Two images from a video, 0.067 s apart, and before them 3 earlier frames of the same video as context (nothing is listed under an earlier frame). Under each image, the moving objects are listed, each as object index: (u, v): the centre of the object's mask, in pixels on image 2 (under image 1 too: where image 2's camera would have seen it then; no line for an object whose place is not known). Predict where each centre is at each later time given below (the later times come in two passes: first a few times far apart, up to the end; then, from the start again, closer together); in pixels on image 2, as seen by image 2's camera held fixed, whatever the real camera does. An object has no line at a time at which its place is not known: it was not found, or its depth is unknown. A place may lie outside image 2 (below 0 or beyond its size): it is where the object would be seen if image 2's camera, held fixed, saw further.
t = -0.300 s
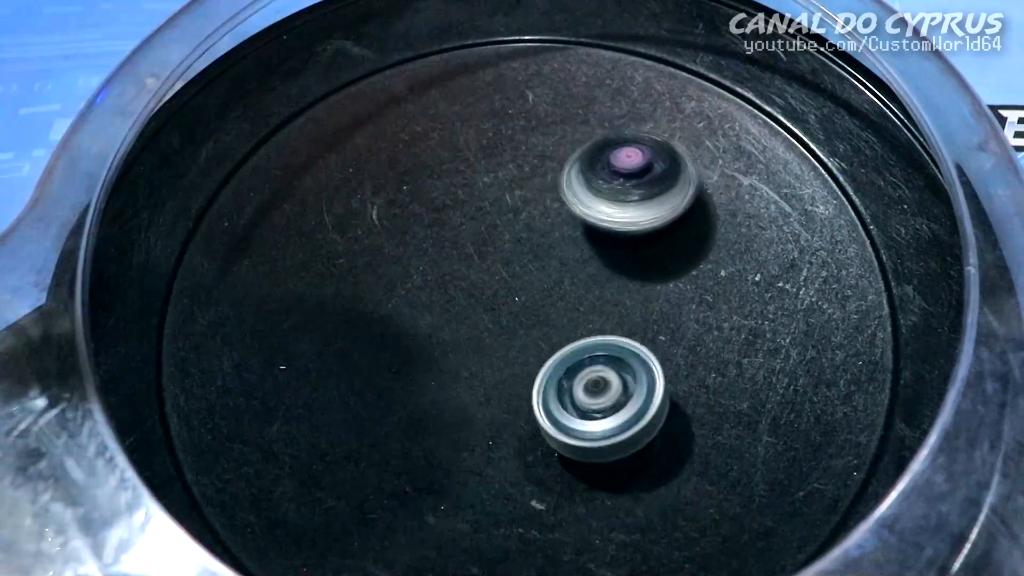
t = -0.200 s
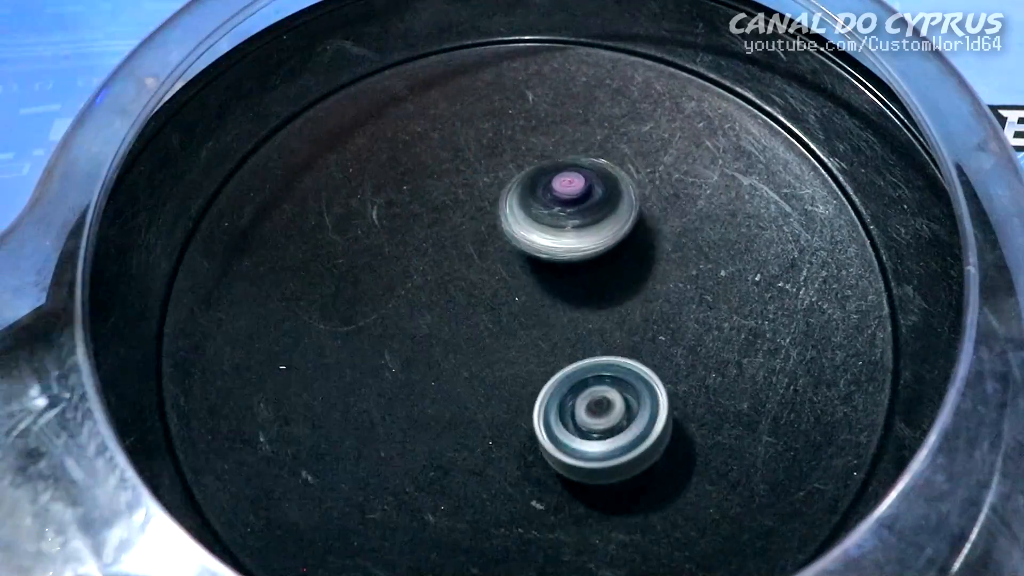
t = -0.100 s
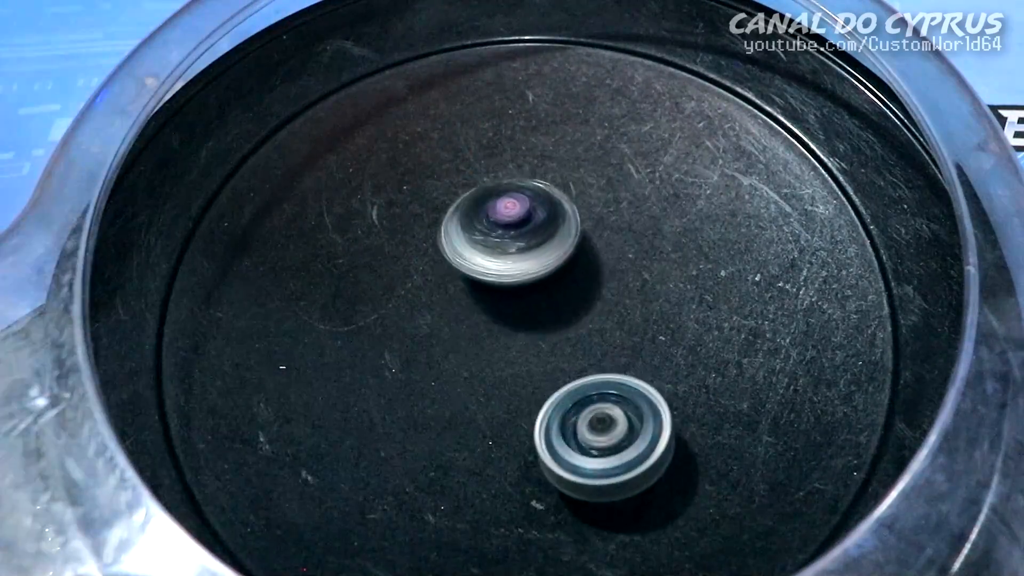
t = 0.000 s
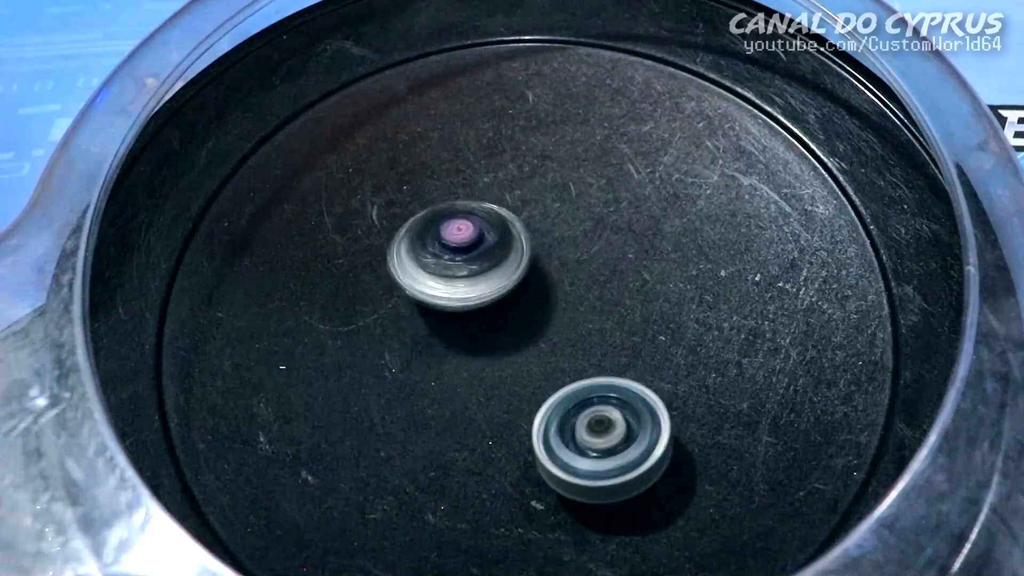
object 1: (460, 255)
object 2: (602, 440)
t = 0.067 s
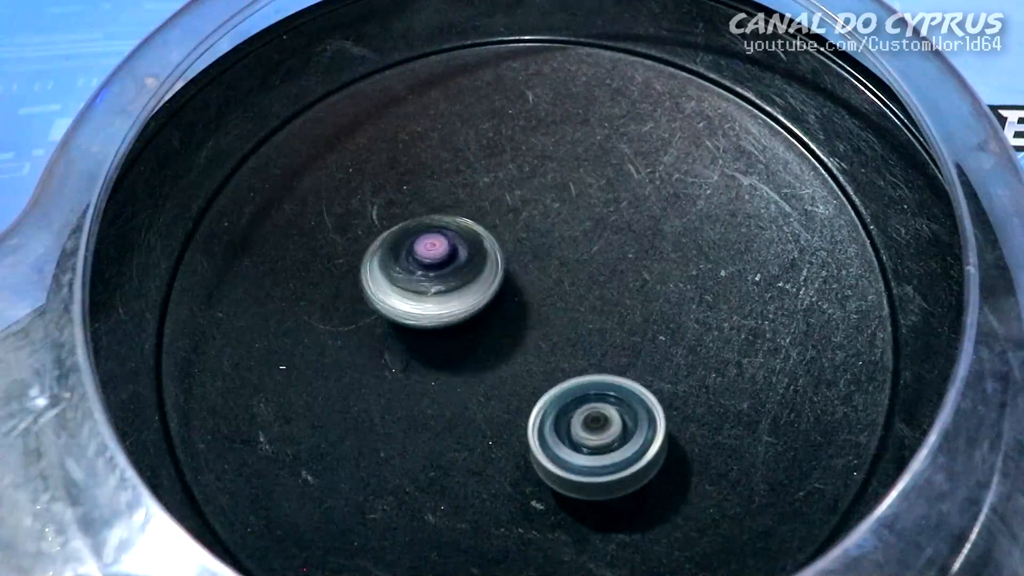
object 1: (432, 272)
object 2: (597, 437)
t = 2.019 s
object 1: (373, 250)
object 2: (686, 239)
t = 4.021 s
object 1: (303, 345)
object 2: (697, 349)
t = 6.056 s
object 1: (521, 397)
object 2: (600, 233)
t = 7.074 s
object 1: (484, 482)
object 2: (522, 210)
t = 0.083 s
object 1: (426, 276)
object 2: (594, 437)
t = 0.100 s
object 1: (420, 280)
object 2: (592, 437)
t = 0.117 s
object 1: (414, 284)
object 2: (591, 437)
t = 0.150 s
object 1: (404, 291)
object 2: (584, 436)
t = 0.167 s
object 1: (400, 295)
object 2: (580, 437)
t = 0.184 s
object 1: (395, 299)
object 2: (577, 438)
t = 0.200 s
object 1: (391, 303)
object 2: (573, 437)
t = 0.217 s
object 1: (387, 307)
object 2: (569, 436)
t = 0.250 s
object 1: (380, 315)
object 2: (561, 436)
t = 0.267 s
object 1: (376, 319)
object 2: (557, 435)
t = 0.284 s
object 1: (373, 323)
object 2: (553, 434)
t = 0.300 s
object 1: (371, 327)
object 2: (549, 433)
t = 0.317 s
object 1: (368, 331)
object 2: (545, 432)
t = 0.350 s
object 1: (364, 339)
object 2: (536, 429)
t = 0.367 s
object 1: (362, 343)
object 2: (532, 428)
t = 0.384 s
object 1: (361, 347)
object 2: (529, 427)
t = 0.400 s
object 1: (360, 350)
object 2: (524, 424)
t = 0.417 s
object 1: (359, 353)
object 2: (519, 423)
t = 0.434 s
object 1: (359, 356)
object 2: (514, 422)
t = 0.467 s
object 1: (360, 362)
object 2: (506, 417)
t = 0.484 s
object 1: (360, 365)
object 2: (501, 415)
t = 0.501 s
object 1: (361, 367)
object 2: (497, 414)
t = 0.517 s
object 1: (355, 366)
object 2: (501, 417)
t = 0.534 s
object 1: (350, 366)
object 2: (506, 418)
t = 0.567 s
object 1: (343, 365)
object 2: (509, 418)
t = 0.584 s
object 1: (341, 365)
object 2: (509, 417)
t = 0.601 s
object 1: (341, 366)
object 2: (508, 415)
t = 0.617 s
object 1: (342, 367)
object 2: (506, 414)
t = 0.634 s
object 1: (343, 369)
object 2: (504, 412)
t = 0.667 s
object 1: (347, 372)
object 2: (501, 408)
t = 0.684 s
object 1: (350, 373)
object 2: (499, 405)
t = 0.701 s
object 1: (352, 374)
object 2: (497, 403)
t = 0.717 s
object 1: (348, 372)
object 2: (505, 404)
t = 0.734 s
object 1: (334, 365)
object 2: (527, 407)
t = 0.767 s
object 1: (314, 354)
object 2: (562, 410)
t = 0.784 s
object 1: (307, 350)
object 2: (576, 410)
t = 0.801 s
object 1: (303, 347)
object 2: (586, 407)
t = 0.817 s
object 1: (301, 345)
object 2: (594, 404)
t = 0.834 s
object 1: (300, 343)
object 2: (597, 401)
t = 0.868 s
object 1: (302, 340)
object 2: (603, 393)
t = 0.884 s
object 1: (304, 340)
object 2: (604, 386)
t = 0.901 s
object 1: (306, 339)
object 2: (603, 380)
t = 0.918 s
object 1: (310, 339)
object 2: (603, 374)
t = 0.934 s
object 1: (313, 339)
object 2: (603, 368)
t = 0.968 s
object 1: (320, 337)
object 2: (602, 355)
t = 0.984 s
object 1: (324, 337)
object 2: (601, 350)
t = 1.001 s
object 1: (327, 336)
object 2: (601, 346)
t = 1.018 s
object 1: (331, 336)
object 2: (602, 340)
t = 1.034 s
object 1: (335, 336)
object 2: (601, 334)
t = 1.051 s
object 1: (339, 335)
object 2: (599, 329)
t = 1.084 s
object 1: (346, 334)
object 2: (595, 319)
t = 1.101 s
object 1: (350, 332)
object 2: (594, 314)
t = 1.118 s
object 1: (353, 330)
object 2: (592, 309)
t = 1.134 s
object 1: (356, 328)
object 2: (590, 306)
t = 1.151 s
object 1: (359, 326)
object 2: (589, 302)
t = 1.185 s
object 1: (365, 323)
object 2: (588, 294)
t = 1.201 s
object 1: (368, 322)
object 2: (585, 290)
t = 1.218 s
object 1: (371, 320)
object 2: (582, 287)
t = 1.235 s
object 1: (374, 318)
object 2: (579, 283)
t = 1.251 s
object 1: (377, 315)
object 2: (577, 280)
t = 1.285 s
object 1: (384, 309)
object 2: (572, 274)
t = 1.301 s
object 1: (386, 306)
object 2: (571, 273)
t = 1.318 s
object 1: (389, 303)
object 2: (571, 270)
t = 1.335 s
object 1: (391, 300)
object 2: (569, 267)
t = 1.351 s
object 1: (392, 297)
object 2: (566, 265)
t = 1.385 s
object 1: (396, 290)
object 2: (560, 261)
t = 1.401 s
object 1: (399, 286)
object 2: (557, 259)
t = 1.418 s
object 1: (402, 282)
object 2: (554, 257)
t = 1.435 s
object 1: (405, 279)
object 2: (551, 256)
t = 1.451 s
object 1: (407, 275)
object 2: (548, 256)
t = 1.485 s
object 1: (407, 268)
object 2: (549, 254)
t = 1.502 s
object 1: (396, 264)
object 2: (560, 251)
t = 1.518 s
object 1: (388, 260)
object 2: (568, 250)
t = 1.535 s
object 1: (384, 257)
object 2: (576, 247)
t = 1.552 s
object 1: (381, 255)
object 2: (581, 243)
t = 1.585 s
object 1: (379, 253)
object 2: (587, 240)
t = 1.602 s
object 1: (379, 252)
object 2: (590, 239)
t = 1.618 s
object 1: (380, 251)
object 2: (591, 237)
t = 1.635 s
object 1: (382, 251)
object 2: (590, 236)
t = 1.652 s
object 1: (384, 251)
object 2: (590, 236)
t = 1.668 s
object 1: (386, 252)
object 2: (590, 236)
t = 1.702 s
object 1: (392, 254)
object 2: (589, 234)
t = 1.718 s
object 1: (396, 254)
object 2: (588, 234)
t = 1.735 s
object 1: (399, 255)
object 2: (588, 234)
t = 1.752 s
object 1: (402, 255)
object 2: (588, 233)
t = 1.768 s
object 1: (406, 255)
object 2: (587, 233)
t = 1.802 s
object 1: (413, 255)
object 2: (585, 234)
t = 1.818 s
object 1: (417, 255)
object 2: (585, 234)
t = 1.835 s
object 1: (421, 255)
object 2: (584, 233)
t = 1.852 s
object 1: (424, 255)
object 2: (583, 233)
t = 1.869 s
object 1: (428, 255)
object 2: (583, 234)
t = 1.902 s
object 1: (436, 254)
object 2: (583, 235)
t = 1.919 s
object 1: (440, 254)
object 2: (582, 235)
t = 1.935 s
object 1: (443, 254)
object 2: (581, 237)
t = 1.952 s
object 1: (445, 254)
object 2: (583, 238)
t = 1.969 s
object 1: (429, 253)
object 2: (608, 237)
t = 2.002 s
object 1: (389, 251)
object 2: (664, 238)
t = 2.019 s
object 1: (373, 250)
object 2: (686, 239)
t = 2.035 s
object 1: (359, 250)
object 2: (705, 240)
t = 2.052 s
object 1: (349, 250)
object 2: (721, 241)
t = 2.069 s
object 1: (342, 252)
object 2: (732, 242)
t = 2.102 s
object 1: (336, 256)
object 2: (743, 243)
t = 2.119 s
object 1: (337, 259)
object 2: (745, 243)
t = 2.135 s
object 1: (340, 262)
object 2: (745, 242)
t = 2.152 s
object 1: (344, 265)
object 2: (745, 242)
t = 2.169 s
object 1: (350, 269)
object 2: (745, 241)
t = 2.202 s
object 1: (363, 276)
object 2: (743, 239)
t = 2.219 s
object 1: (371, 279)
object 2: (743, 239)
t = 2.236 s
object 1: (378, 282)
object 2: (742, 238)
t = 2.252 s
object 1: (386, 284)
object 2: (740, 237)
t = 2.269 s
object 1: (393, 286)
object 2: (738, 237)
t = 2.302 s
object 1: (408, 289)
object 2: (736, 236)
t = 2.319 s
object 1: (415, 290)
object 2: (733, 236)
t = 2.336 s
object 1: (422, 290)
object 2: (732, 236)
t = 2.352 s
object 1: (429, 291)
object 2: (731, 237)
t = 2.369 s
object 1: (435, 291)
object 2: (729, 236)
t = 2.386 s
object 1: (442, 291)
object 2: (725, 236)
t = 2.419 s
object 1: (454, 289)
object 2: (723, 239)
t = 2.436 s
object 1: (460, 287)
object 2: (721, 239)
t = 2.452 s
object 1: (466, 286)
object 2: (718, 239)
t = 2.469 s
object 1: (472, 284)
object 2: (715, 241)
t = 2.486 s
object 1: (477, 283)
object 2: (713, 243)
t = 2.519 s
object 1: (487, 279)
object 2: (707, 248)
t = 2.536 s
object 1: (491, 277)
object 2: (704, 251)
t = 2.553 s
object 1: (495, 276)
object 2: (700, 254)
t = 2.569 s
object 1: (499, 274)
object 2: (697, 258)
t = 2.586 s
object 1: (503, 272)
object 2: (694, 262)
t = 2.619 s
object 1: (511, 270)
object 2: (686, 269)
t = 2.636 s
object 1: (515, 268)
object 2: (682, 274)
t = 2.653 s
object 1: (519, 267)
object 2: (678, 279)
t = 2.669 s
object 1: (523, 266)
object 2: (675, 282)
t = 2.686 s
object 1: (527, 264)
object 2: (671, 286)
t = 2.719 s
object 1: (523, 257)
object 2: (678, 300)
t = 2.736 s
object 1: (494, 239)
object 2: (723, 324)
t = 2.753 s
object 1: (463, 222)
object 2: (768, 348)
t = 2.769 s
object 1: (434, 206)
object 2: (811, 370)
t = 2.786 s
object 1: (410, 192)
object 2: (846, 389)
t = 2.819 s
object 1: (365, 165)
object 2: (882, 404)
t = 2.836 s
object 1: (346, 156)
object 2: (891, 411)
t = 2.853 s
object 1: (330, 148)
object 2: (899, 420)
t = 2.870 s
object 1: (316, 144)
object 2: (951, 457)
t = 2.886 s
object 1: (306, 141)
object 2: (957, 467)
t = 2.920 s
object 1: (292, 143)
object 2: (970, 484)
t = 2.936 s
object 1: (288, 148)
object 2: (969, 487)
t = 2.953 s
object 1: (286, 155)
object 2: (955, 483)
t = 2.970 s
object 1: (283, 163)
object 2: (949, 481)
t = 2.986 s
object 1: (283, 171)
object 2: (941, 478)
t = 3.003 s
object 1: (283, 180)
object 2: (932, 475)
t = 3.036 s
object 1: (285, 197)
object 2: (919, 468)
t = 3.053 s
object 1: (286, 206)
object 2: (915, 468)
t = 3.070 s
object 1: (286, 213)
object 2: (911, 468)
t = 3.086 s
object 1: (289, 223)
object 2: (907, 466)
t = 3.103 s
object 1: (291, 231)
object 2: (905, 466)
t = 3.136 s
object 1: (298, 249)
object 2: (899, 465)
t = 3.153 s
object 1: (301, 258)
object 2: (897, 465)
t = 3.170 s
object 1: (305, 266)
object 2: (894, 464)
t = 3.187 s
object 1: (309, 274)
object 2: (890, 464)
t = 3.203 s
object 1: (313, 281)
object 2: (887, 465)
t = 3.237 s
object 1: (321, 295)
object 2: (878, 465)
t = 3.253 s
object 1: (325, 301)
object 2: (873, 465)
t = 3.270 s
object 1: (329, 307)
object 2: (868, 466)
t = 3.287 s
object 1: (334, 314)
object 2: (862, 466)
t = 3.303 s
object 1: (339, 320)
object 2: (845, 462)
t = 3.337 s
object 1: (350, 332)
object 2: (835, 465)
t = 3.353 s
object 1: (355, 338)
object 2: (826, 465)
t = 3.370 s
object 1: (361, 343)
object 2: (816, 464)
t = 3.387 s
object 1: (367, 348)
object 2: (806, 462)
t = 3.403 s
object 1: (372, 352)
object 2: (794, 460)
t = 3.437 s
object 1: (383, 360)
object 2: (774, 457)
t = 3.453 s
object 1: (388, 364)
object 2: (761, 454)
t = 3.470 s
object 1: (394, 367)
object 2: (750, 452)
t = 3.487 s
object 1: (399, 371)
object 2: (740, 450)
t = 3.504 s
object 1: (405, 374)
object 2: (729, 447)
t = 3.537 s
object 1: (417, 380)
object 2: (707, 441)
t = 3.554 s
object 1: (422, 382)
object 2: (696, 438)
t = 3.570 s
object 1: (428, 384)
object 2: (685, 435)
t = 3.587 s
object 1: (432, 386)
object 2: (675, 433)
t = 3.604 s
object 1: (437, 387)
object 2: (665, 430)
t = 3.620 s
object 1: (442, 389)
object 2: (655, 426)
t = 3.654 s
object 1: (452, 392)
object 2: (633, 422)
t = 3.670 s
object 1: (457, 393)
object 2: (620, 417)
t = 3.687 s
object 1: (461, 394)
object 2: (608, 413)
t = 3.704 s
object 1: (444, 388)
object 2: (623, 412)
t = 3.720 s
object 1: (415, 379)
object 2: (655, 414)
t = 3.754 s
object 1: (366, 363)
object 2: (707, 417)
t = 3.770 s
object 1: (346, 354)
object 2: (727, 416)
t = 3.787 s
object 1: (329, 347)
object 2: (743, 415)
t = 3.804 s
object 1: (315, 340)
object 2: (754, 413)
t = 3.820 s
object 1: (303, 334)
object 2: (761, 409)
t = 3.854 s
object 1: (287, 324)
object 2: (762, 402)
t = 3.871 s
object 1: (283, 321)
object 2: (757, 396)
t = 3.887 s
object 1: (282, 319)
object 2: (752, 392)
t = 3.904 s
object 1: (282, 319)
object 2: (747, 388)
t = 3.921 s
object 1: (283, 320)
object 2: (740, 382)
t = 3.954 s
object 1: (288, 327)
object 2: (726, 371)
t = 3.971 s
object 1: (292, 331)
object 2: (717, 365)
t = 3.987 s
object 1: (296, 336)
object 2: (710, 360)
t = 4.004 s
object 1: (300, 341)
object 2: (705, 355)
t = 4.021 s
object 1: (303, 345)
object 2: (697, 349)
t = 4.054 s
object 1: (309, 353)
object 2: (685, 340)
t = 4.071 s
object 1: (313, 358)
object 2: (679, 335)
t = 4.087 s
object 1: (317, 362)
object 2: (673, 331)
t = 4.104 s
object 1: (320, 366)
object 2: (666, 326)
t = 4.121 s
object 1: (324, 370)
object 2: (659, 322)
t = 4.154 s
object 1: (332, 376)
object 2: (648, 314)
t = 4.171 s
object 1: (335, 378)
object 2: (641, 309)
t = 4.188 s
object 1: (339, 380)
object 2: (636, 306)
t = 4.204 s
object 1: (343, 382)
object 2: (631, 301)
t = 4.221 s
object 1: (347, 384)
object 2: (625, 298)
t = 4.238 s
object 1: (351, 386)
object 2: (621, 294)
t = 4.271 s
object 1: (359, 388)
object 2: (610, 287)
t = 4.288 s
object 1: (361, 389)
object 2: (606, 284)
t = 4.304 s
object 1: (364, 389)
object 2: (601, 280)
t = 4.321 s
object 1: (366, 389)
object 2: (596, 277)
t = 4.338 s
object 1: (369, 390)
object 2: (592, 275)
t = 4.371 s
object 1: (376, 391)
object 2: (584, 269)
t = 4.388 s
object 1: (379, 391)
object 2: (580, 267)
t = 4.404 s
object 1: (383, 391)
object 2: (575, 264)
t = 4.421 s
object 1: (387, 390)
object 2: (572, 263)
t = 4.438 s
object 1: (389, 389)
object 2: (569, 261)
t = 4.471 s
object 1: (395, 388)
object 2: (561, 258)
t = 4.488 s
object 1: (398, 388)
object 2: (558, 257)
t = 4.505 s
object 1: (401, 388)
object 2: (553, 255)
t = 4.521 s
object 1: (406, 387)
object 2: (551, 255)
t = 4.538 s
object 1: (409, 387)
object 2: (548, 254)
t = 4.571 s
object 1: (416, 384)
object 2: (541, 253)
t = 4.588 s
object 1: (419, 383)
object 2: (539, 252)
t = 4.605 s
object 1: (421, 382)
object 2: (535, 251)
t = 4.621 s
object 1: (424, 381)
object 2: (533, 251)
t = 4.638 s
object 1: (427, 380)
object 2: (531, 250)
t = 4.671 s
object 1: (434, 378)
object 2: (527, 250)
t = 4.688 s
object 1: (436, 377)
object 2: (524, 250)
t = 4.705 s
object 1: (438, 376)
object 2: (521, 250)
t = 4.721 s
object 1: (441, 375)
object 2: (520, 250)
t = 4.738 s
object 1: (444, 374)
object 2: (518, 250)
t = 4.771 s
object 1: (449, 373)
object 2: (515, 250)
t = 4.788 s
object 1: (452, 372)
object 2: (513, 250)
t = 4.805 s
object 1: (454, 371)
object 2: (512, 251)
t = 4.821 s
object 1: (456, 369)
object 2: (511, 250)
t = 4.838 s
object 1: (458, 369)
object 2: (509, 251)
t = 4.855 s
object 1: (460, 368)
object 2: (509, 251)
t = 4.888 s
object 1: (463, 366)
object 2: (508, 250)
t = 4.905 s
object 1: (464, 366)
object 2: (508, 250)
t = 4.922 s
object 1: (465, 367)
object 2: (508, 248)
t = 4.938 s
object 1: (466, 367)
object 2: (509, 247)
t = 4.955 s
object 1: (466, 367)
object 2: (510, 246)
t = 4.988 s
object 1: (469, 366)
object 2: (511, 245)
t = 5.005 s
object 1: (470, 365)
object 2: (512, 245)
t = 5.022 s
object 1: (472, 365)
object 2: (511, 244)
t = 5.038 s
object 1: (474, 364)
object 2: (512, 244)
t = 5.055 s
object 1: (476, 362)
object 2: (512, 244)
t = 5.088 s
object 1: (467, 384)
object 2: (524, 223)
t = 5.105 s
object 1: (461, 401)
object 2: (533, 206)
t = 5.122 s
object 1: (456, 415)
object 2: (539, 195)
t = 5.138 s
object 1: (452, 427)
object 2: (545, 185)
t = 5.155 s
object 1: (450, 436)
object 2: (548, 178)
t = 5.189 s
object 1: (448, 447)
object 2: (552, 170)
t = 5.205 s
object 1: (450, 449)
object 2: (552, 168)
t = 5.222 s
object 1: (452, 451)
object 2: (552, 167)
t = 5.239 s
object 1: (455, 451)
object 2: (551, 166)
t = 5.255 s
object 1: (459, 450)
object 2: (551, 166)
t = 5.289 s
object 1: (467, 448)
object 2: (551, 164)
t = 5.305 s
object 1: (471, 446)
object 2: (552, 165)
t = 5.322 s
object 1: (476, 445)
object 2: (552, 164)
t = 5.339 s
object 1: (480, 443)
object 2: (552, 165)
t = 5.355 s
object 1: (484, 442)
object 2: (552, 165)
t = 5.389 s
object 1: (491, 438)
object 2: (552, 166)
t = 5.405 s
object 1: (494, 436)
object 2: (553, 167)
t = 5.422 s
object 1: (497, 434)
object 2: (552, 168)
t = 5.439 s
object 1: (500, 432)
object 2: (553, 169)
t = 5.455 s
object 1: (503, 430)
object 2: (553, 170)
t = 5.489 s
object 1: (508, 427)
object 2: (554, 174)
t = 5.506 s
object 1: (510, 425)
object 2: (553, 175)
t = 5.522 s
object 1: (512, 423)
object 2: (555, 178)
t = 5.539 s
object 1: (514, 421)
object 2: (556, 180)
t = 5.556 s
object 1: (516, 419)
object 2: (556, 183)
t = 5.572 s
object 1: (518, 417)
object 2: (558, 185)
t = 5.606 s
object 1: (521, 412)
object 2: (560, 191)
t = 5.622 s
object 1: (523, 410)
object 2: (561, 193)
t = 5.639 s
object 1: (524, 408)
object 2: (561, 196)
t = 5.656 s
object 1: (526, 406)
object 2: (563, 200)
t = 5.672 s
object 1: (527, 403)
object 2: (563, 203)
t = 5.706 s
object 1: (530, 399)
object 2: (565, 209)
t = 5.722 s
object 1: (531, 396)
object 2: (565, 212)
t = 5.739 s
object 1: (532, 394)
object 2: (567, 216)
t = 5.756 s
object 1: (534, 391)
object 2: (567, 219)
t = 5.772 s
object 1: (535, 389)
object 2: (568, 223)
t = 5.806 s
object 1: (537, 383)
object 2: (569, 230)
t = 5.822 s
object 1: (538, 381)
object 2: (570, 234)
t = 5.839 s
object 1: (539, 378)
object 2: (571, 238)
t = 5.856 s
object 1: (540, 376)
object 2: (570, 243)
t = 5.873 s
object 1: (540, 373)
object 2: (571, 246)
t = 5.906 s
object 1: (540, 374)
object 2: (574, 248)
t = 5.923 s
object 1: (535, 381)
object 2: (580, 239)
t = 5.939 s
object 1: (531, 388)
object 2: (584, 231)
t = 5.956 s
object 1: (527, 393)
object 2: (590, 227)
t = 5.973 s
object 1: (524, 396)
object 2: (593, 224)
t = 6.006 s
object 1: (521, 399)
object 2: (596, 226)
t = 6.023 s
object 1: (521, 399)
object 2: (597, 228)
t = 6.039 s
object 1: (521, 398)
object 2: (599, 230)
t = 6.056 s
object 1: (521, 397)
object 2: (600, 233)
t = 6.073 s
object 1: (522, 396)
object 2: (599, 236)
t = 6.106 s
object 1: (523, 393)
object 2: (598, 242)
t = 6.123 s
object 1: (525, 391)
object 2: (598, 245)
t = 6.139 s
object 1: (525, 389)
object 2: (597, 247)
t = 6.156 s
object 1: (526, 388)
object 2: (596, 251)
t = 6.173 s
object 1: (527, 386)
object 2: (596, 253)
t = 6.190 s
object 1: (528, 385)
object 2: (595, 256)
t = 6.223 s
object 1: (529, 381)
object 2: (593, 263)
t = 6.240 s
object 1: (530, 380)
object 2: (592, 266)
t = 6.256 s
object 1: (526, 384)
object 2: (592, 268)
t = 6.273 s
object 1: (504, 406)
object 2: (610, 244)
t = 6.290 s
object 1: (480, 432)
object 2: (632, 218)
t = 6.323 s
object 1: (434, 476)
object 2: (666, 173)
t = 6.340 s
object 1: (413, 496)
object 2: (679, 155)
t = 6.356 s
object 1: (397, 507)
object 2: (689, 140)
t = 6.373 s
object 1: (385, 515)
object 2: (697, 128)
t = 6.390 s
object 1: (374, 521)
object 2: (700, 119)
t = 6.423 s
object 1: (363, 528)
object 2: (702, 108)
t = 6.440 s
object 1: (363, 530)
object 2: (700, 108)
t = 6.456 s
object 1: (365, 532)
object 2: (696, 106)
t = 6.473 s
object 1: (368, 533)
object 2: (691, 107)
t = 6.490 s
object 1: (372, 534)
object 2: (687, 106)
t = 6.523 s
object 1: (380, 535)
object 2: (675, 107)
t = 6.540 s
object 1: (384, 535)
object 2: (668, 108)
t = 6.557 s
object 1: (388, 535)
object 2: (662, 109)
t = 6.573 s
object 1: (392, 535)
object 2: (656, 109)
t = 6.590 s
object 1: (396, 535)
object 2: (650, 111)
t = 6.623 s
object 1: (404, 534)
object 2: (640, 113)
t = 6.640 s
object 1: (407, 534)
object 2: (636, 114)
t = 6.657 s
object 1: (411, 534)
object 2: (630, 116)
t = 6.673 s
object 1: (414, 533)
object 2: (625, 118)
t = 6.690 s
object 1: (418, 532)
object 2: (621, 120)
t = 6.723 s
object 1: (425, 531)
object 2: (612, 125)
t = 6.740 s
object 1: (428, 530)
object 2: (606, 128)
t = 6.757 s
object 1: (432, 529)
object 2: (602, 130)
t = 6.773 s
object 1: (434, 528)
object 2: (598, 133)
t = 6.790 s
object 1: (438, 527)
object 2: (593, 136)
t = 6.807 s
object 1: (441, 526)
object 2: (589, 139)
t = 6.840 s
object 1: (447, 523)
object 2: (580, 146)
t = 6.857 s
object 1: (450, 521)
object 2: (574, 151)
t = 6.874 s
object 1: (452, 520)
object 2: (570, 155)
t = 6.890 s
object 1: (455, 518)
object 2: (565, 159)
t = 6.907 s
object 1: (458, 516)
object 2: (560, 164)
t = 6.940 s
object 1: (463, 511)
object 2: (551, 173)
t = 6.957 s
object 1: (466, 509)
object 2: (548, 177)
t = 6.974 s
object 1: (470, 506)
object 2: (543, 181)
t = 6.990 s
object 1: (472, 503)
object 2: (539, 186)
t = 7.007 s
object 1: (475, 499)
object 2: (536, 191)
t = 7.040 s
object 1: (480, 491)
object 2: (529, 200)
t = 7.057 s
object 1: (482, 486)
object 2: (524, 206)
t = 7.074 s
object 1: (484, 482)
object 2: (522, 210)
